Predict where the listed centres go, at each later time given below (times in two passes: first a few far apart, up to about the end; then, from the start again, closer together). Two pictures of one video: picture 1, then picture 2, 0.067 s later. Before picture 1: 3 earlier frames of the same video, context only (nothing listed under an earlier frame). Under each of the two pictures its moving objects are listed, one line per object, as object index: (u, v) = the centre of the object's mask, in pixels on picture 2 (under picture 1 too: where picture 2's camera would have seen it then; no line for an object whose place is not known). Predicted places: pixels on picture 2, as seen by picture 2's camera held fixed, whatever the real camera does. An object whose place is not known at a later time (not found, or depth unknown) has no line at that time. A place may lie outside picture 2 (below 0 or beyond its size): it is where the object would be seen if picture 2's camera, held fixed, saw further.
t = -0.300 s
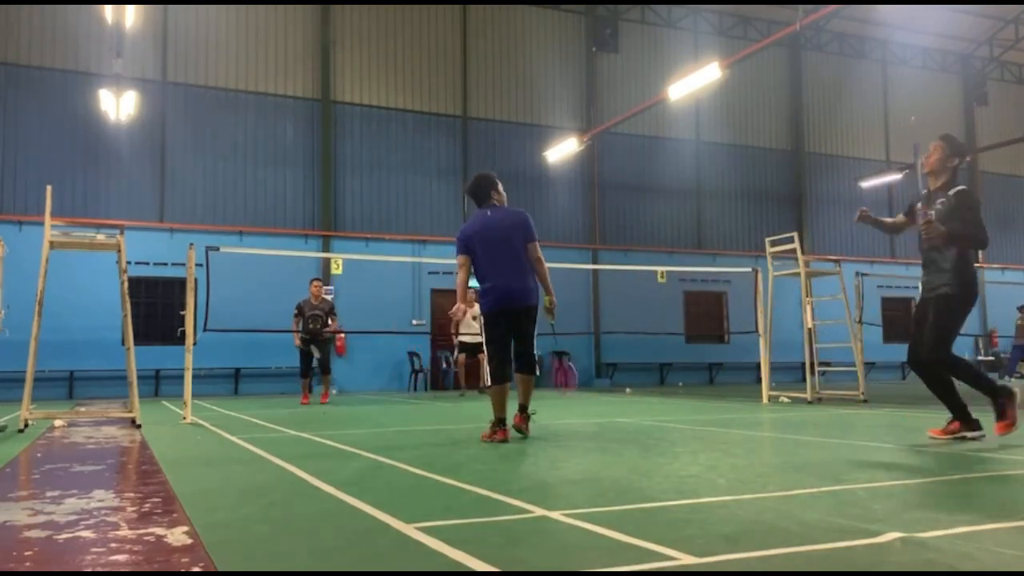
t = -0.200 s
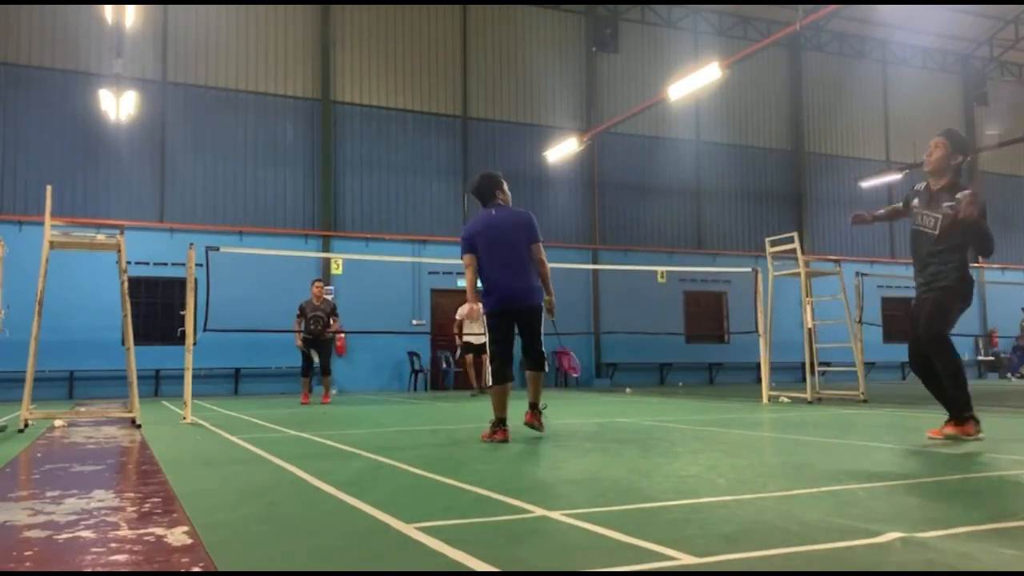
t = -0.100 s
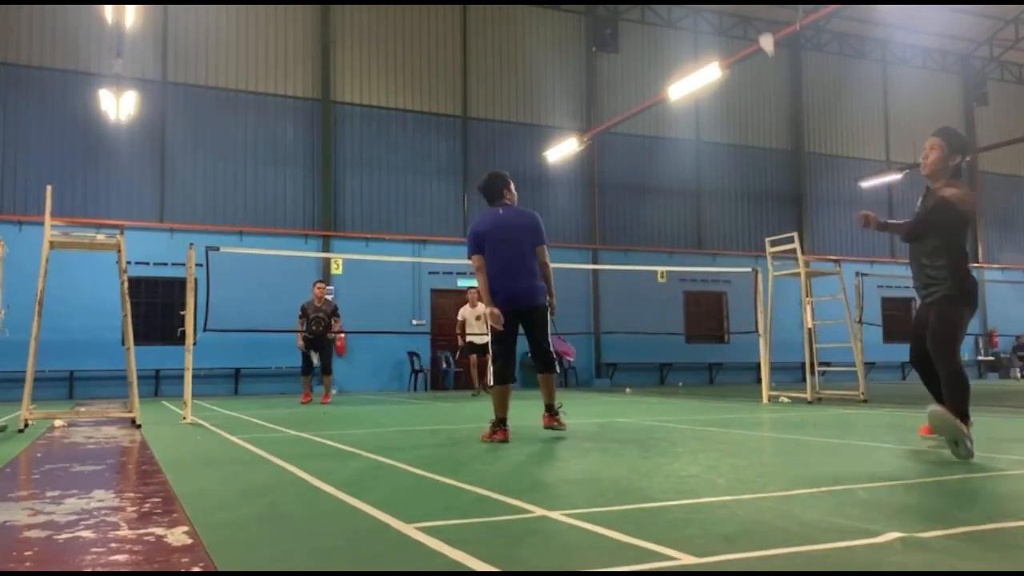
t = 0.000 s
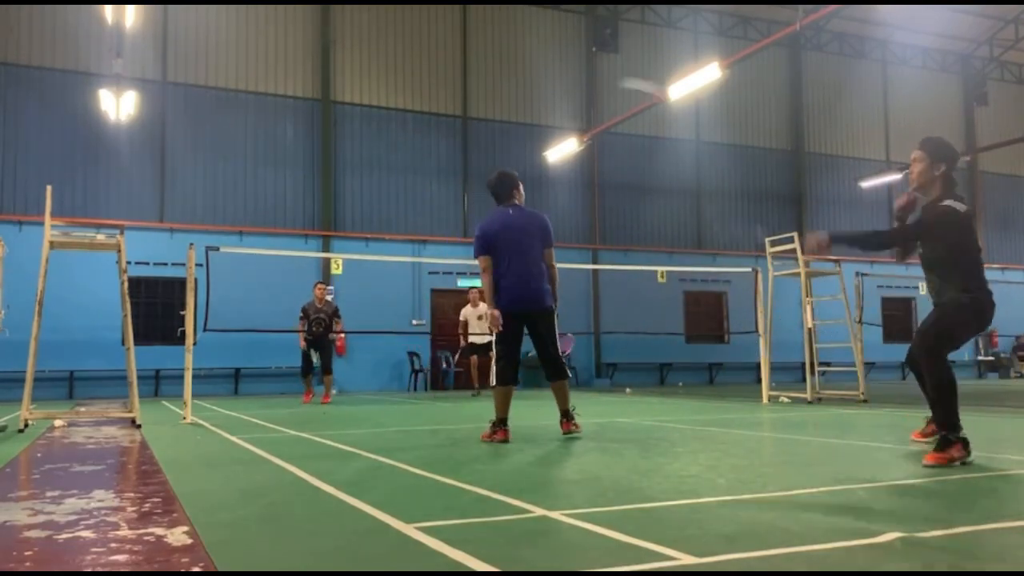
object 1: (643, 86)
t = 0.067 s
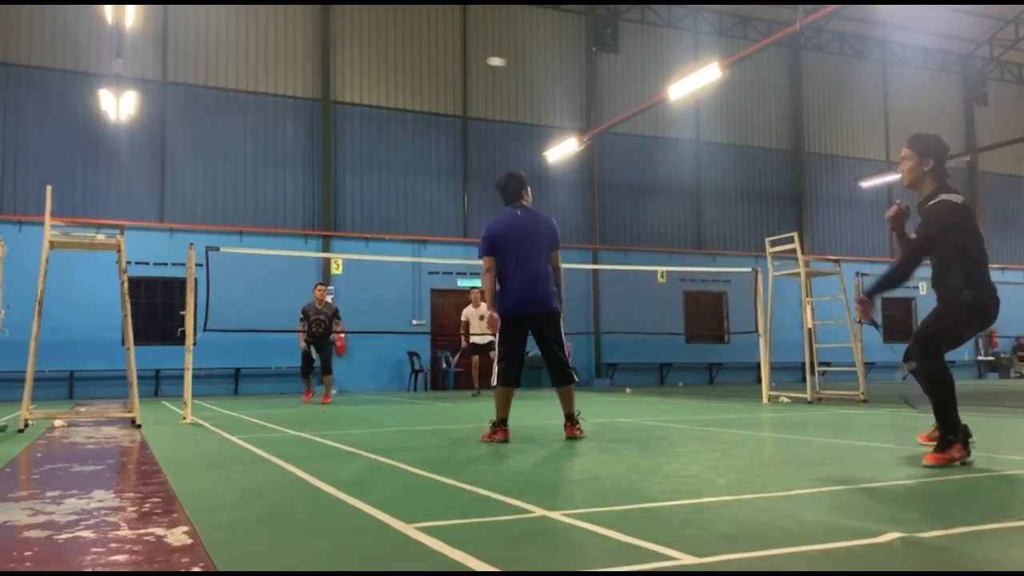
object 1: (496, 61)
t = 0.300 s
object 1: (361, 58)
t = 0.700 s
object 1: (304, 119)
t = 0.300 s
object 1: (361, 58)
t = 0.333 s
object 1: (352, 60)
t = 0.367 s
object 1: (345, 64)
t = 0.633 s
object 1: (309, 105)
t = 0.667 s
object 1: (306, 112)
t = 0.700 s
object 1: (304, 119)
